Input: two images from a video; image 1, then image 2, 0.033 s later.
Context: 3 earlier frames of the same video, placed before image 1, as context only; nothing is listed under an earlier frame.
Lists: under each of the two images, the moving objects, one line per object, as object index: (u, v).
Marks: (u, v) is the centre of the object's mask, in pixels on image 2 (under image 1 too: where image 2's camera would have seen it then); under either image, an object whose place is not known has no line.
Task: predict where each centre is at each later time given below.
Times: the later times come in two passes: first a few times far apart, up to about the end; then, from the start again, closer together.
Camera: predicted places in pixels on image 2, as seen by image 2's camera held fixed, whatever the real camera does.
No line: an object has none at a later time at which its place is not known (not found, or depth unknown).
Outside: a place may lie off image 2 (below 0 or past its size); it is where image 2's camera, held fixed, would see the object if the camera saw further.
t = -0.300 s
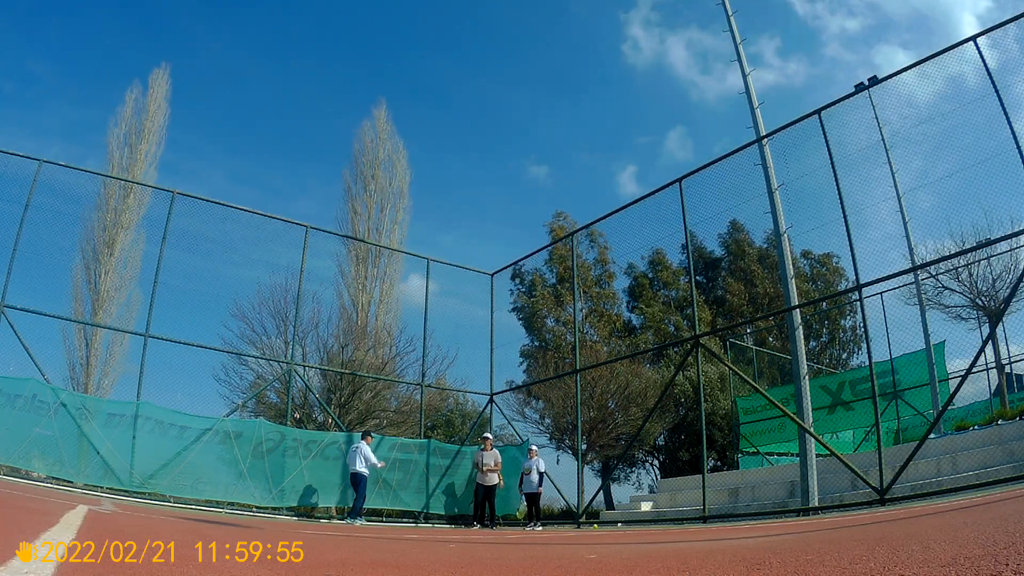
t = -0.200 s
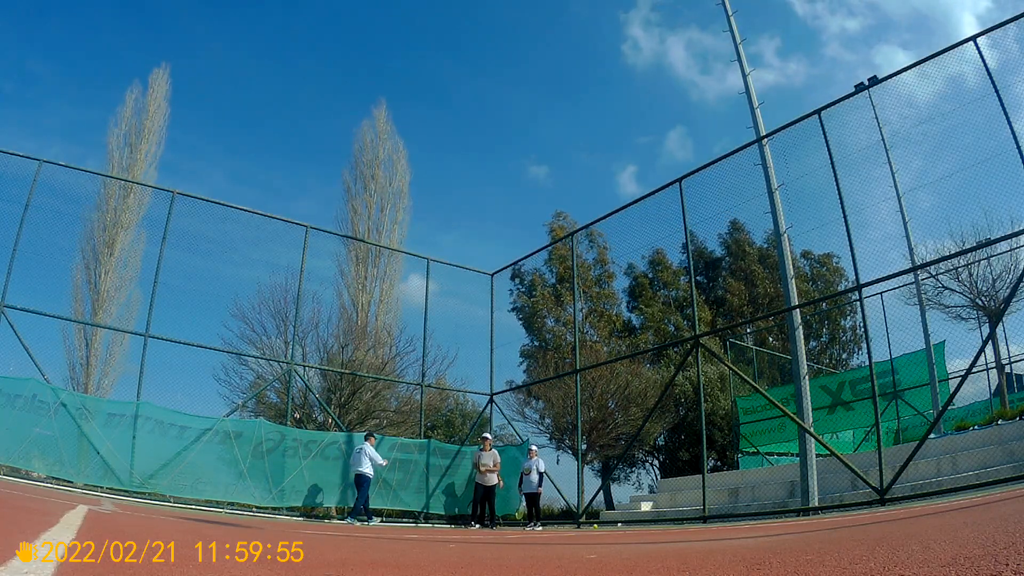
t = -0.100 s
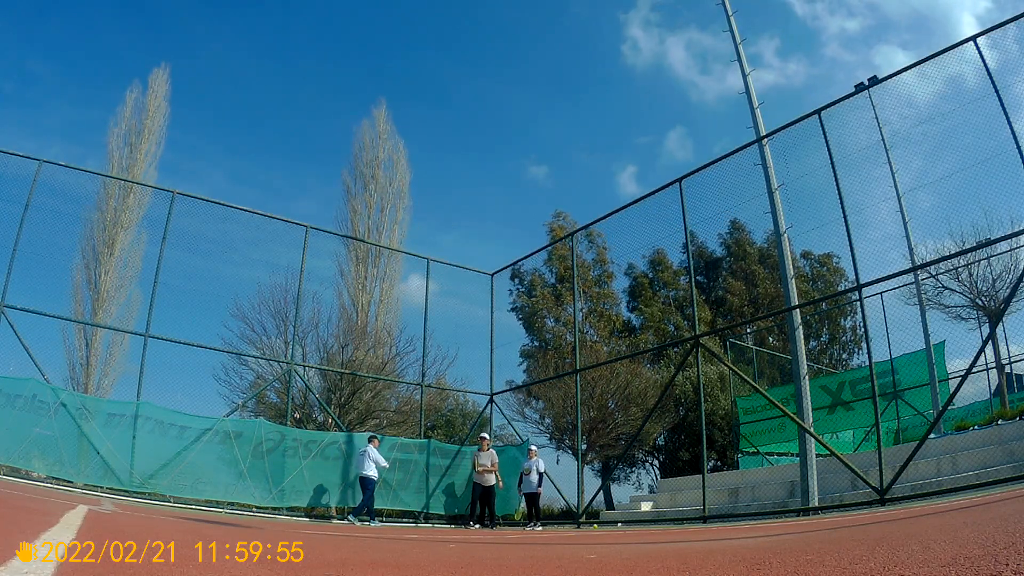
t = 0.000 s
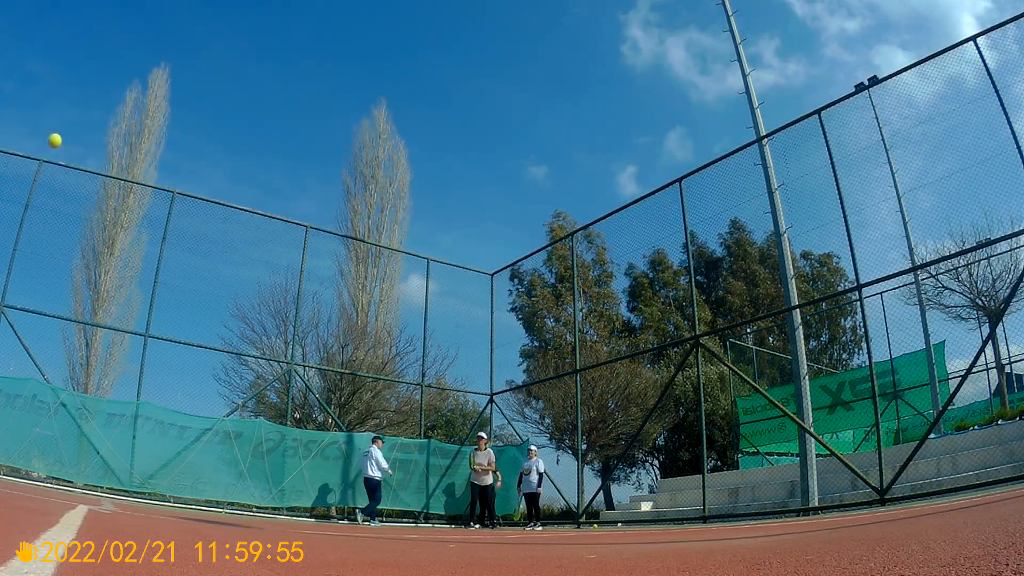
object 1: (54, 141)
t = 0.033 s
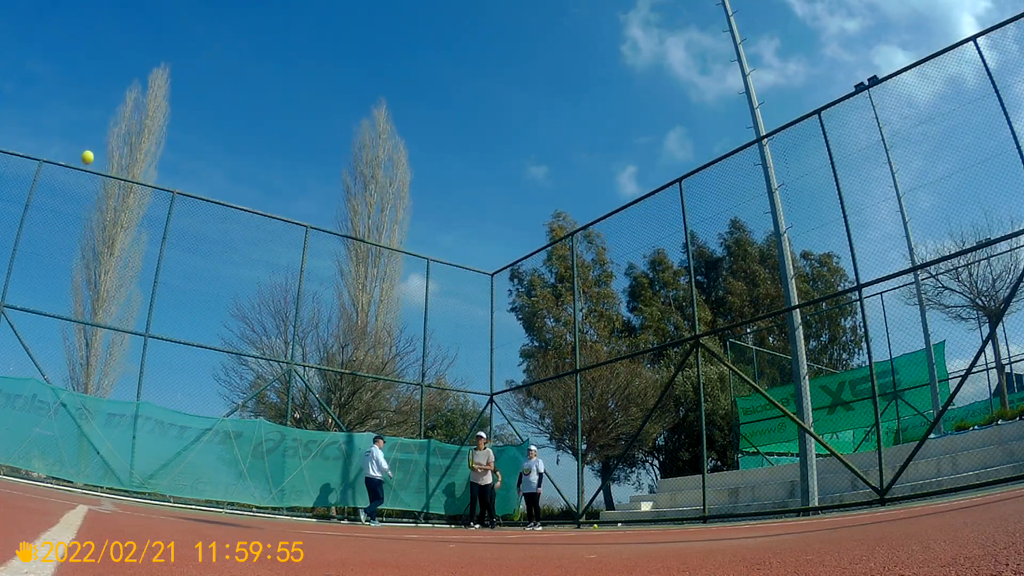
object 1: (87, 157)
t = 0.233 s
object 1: (222, 262)
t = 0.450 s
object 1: (302, 378)
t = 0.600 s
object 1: (338, 457)
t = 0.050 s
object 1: (102, 166)
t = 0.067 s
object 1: (116, 174)
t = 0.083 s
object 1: (129, 183)
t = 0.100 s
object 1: (142, 192)
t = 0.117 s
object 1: (154, 200)
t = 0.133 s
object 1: (166, 209)
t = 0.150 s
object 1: (176, 218)
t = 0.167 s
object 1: (186, 227)
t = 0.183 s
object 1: (196, 236)
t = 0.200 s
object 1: (205, 244)
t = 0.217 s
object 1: (214, 253)
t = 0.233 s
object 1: (222, 262)
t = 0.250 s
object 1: (230, 271)
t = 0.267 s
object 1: (237, 280)
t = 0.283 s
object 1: (244, 289)
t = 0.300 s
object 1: (251, 298)
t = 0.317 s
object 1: (258, 306)
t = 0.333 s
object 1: (264, 315)
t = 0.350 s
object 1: (270, 324)
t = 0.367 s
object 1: (276, 333)
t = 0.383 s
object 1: (281, 342)
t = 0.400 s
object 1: (287, 352)
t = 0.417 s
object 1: (291, 360)
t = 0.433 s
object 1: (297, 369)
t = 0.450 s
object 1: (302, 378)
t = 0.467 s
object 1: (305, 387)
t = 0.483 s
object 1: (310, 396)
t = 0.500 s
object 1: (315, 405)
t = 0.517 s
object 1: (319, 414)
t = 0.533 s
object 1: (323, 422)
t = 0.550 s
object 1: (327, 431)
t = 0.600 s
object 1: (338, 457)
